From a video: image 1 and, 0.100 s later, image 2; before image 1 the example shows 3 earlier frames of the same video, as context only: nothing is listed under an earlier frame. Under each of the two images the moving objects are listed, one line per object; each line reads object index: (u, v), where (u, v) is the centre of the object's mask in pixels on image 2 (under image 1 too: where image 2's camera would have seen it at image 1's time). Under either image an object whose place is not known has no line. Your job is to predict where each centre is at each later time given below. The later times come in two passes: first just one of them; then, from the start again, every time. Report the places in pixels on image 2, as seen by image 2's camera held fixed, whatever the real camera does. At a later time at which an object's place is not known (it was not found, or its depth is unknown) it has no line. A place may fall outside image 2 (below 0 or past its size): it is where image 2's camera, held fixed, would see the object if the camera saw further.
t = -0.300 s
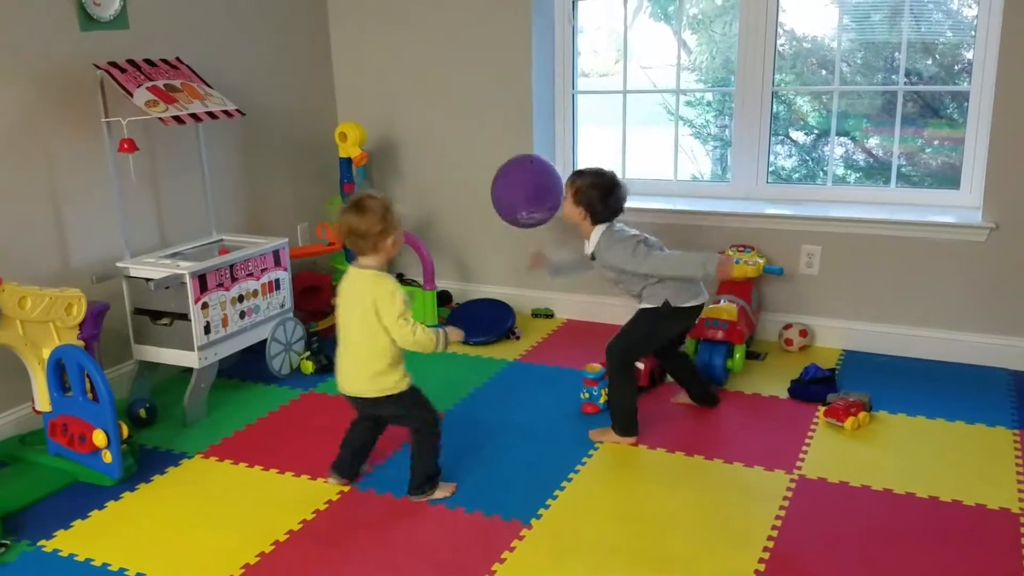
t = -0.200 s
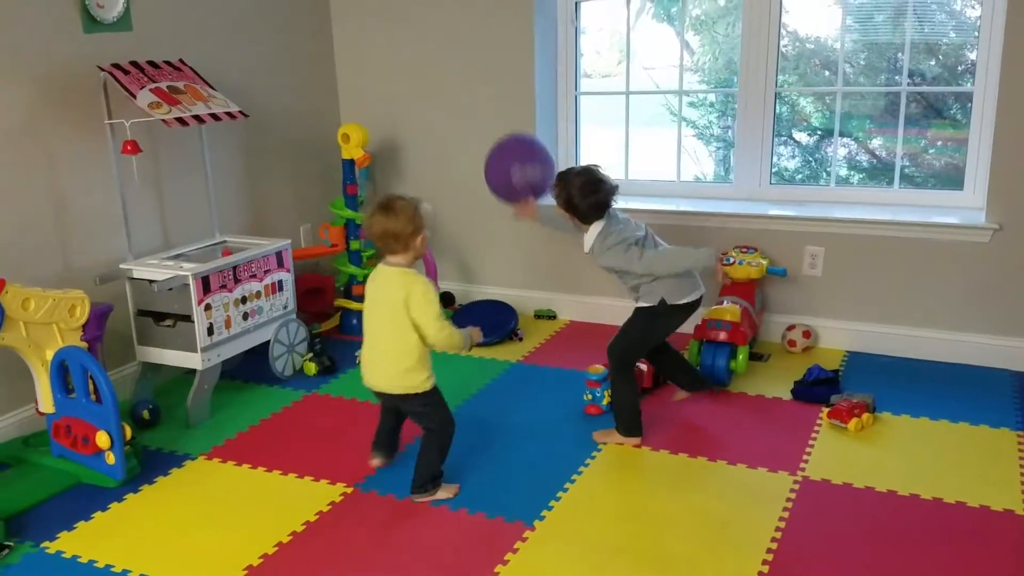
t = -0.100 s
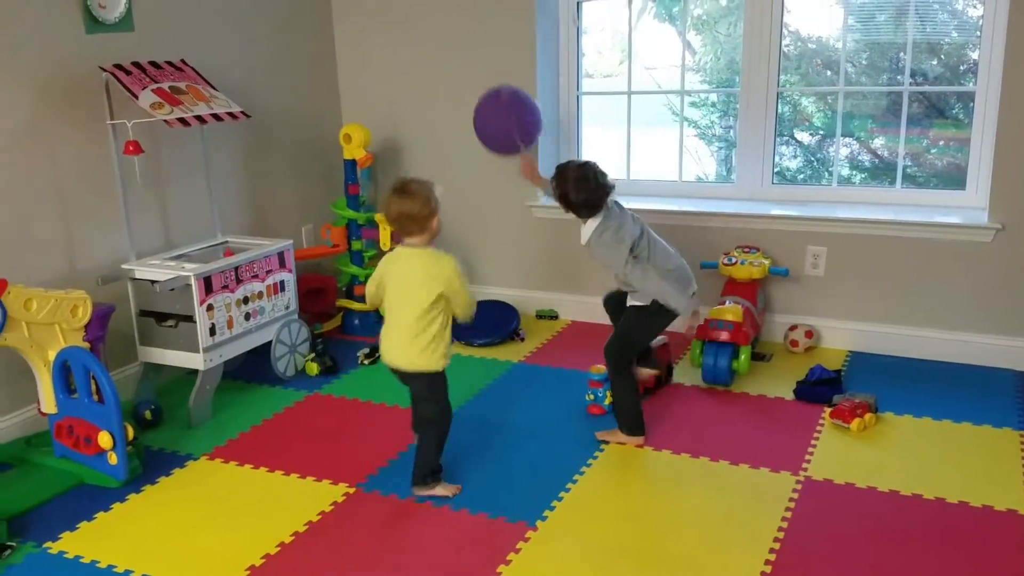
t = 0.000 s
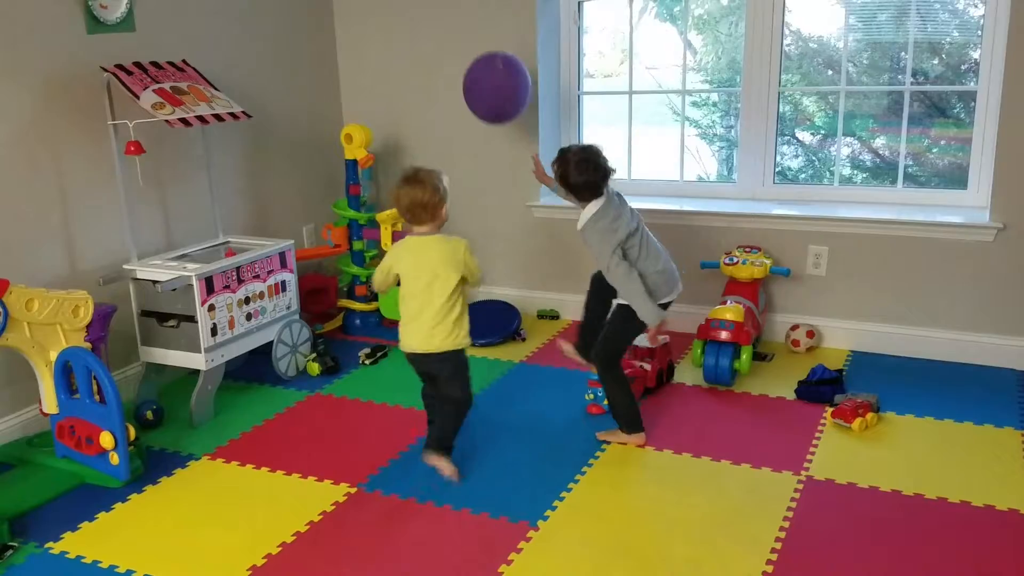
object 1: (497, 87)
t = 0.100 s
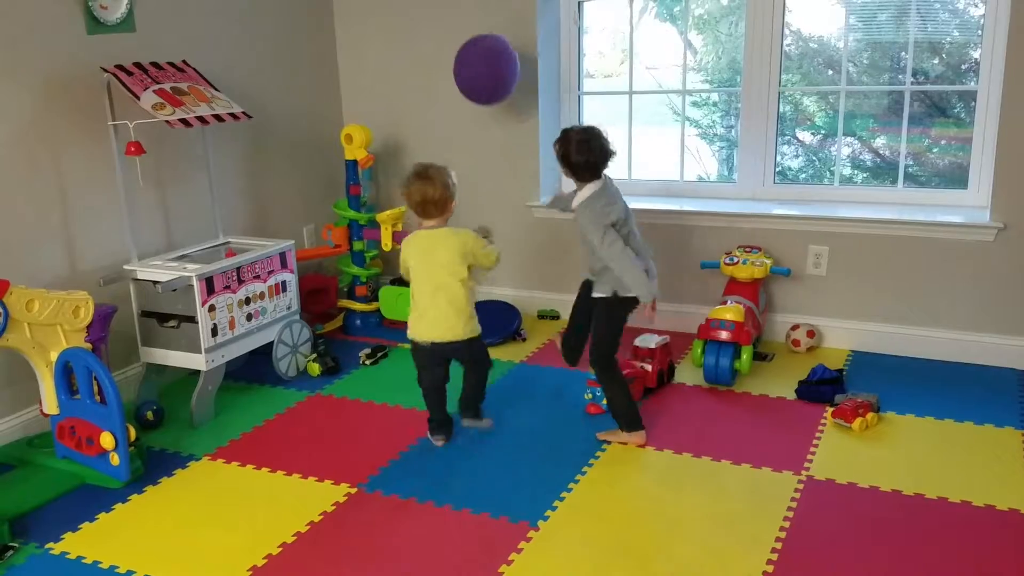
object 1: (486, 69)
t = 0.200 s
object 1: (478, 62)
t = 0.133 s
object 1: (483, 66)
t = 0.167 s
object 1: (481, 63)
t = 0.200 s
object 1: (478, 62)
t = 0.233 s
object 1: (476, 63)
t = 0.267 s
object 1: (474, 64)
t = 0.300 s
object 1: (473, 68)
